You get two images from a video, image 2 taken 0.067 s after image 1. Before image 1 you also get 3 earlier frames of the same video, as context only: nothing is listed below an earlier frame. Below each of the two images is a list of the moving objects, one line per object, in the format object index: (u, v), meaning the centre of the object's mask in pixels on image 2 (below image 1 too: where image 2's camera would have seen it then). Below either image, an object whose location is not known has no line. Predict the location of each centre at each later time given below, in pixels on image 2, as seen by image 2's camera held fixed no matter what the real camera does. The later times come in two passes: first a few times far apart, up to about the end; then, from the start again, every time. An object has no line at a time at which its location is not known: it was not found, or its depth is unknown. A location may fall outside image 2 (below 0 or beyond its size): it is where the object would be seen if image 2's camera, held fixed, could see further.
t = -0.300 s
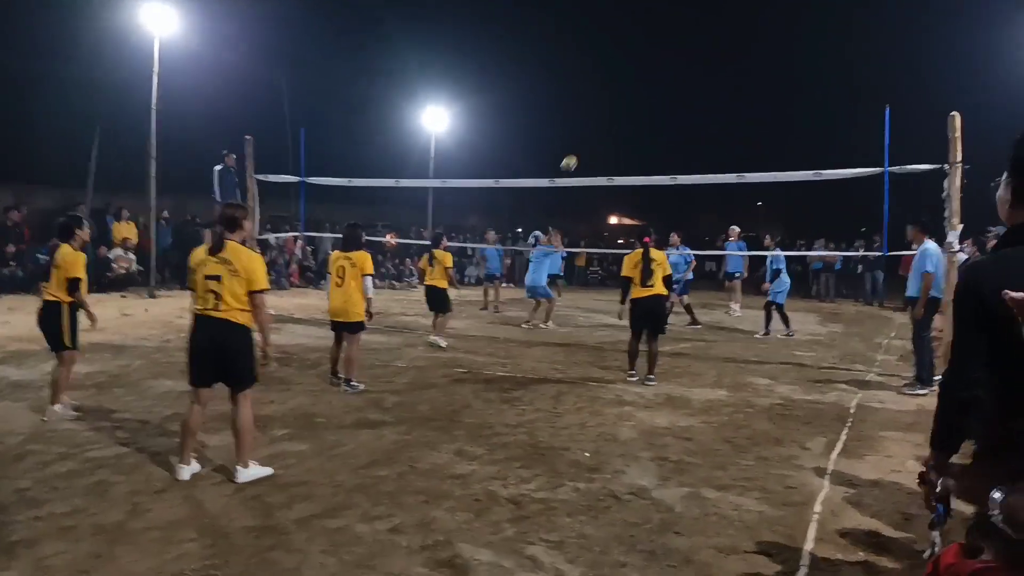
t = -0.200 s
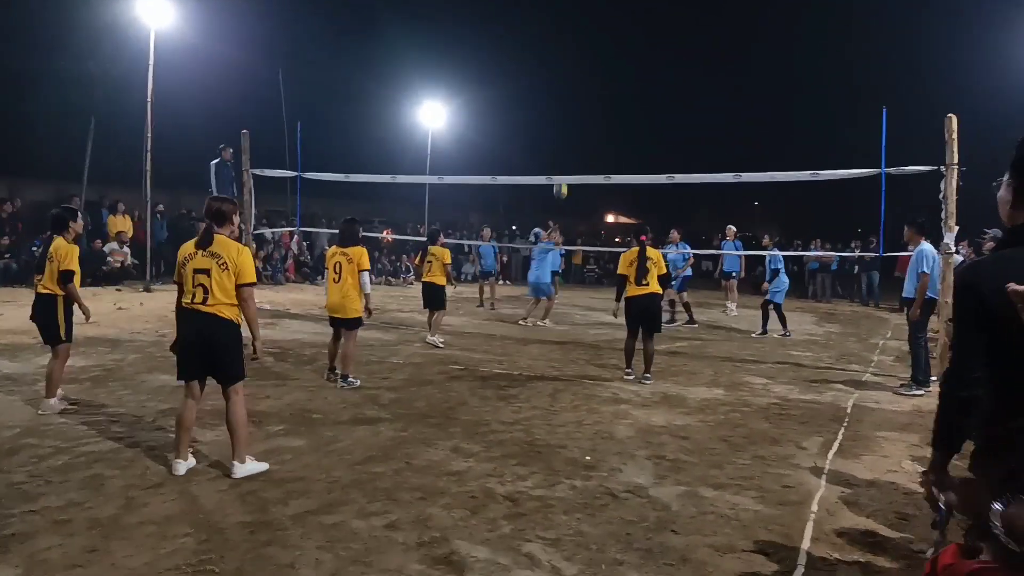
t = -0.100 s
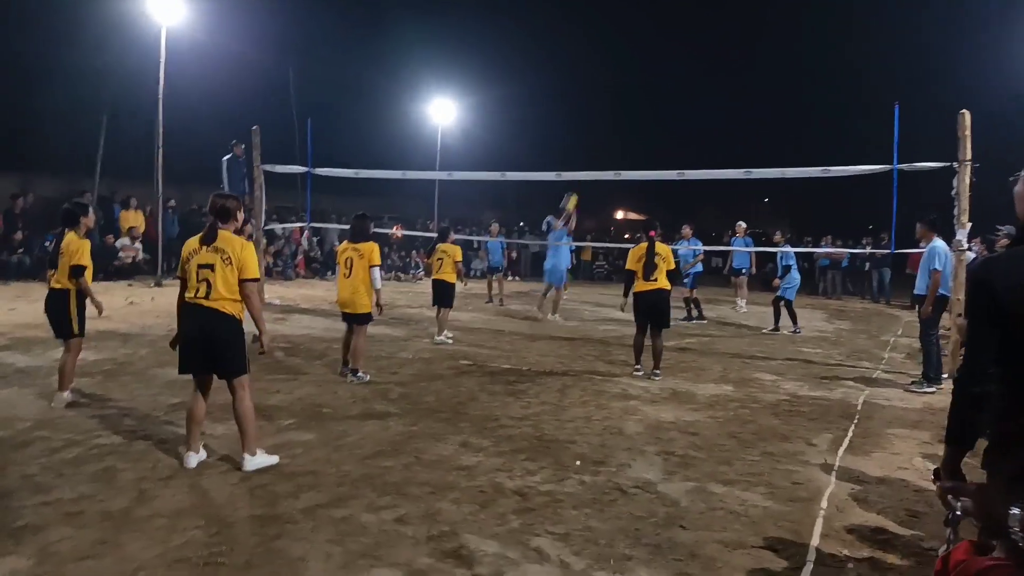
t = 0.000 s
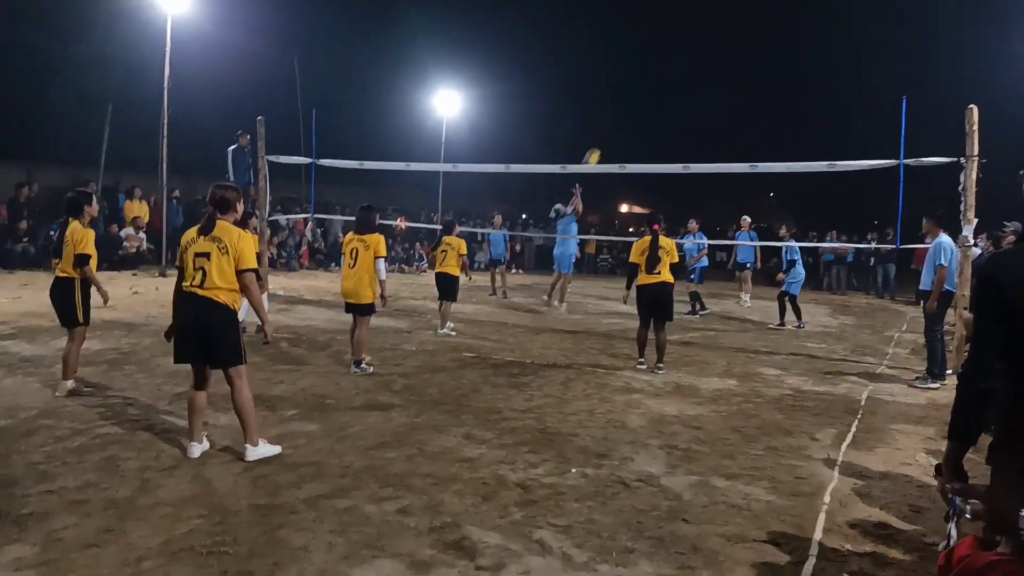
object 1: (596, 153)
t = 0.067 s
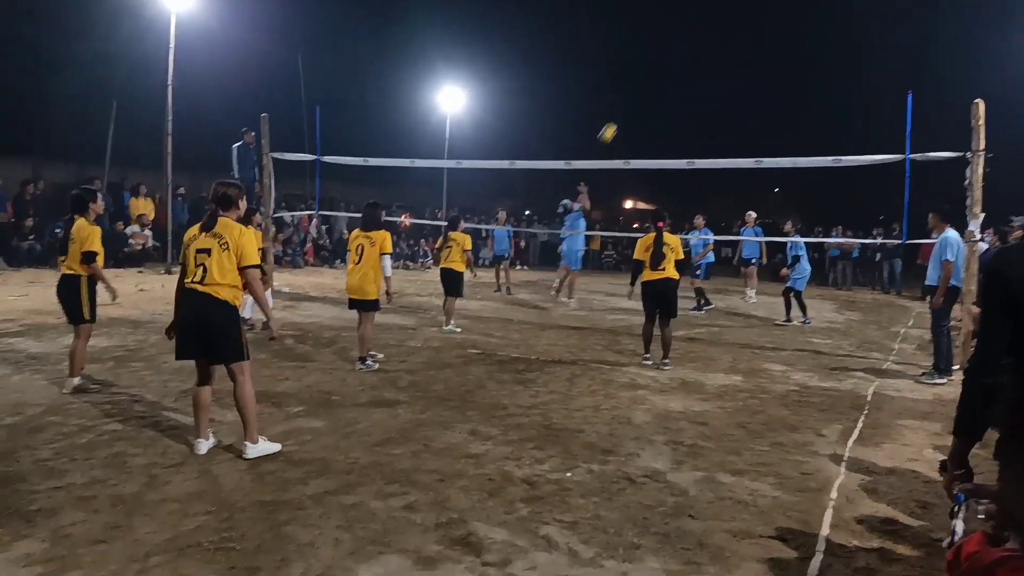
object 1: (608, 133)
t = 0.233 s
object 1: (641, 88)
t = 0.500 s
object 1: (692, 54)
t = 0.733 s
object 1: (736, 65)
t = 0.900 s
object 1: (767, 98)
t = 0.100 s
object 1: (614, 122)
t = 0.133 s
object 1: (620, 112)
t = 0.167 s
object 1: (627, 103)
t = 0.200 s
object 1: (634, 95)
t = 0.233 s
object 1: (641, 88)
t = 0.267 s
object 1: (647, 81)
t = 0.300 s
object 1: (653, 75)
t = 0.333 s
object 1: (660, 69)
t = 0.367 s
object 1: (666, 65)
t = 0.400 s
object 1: (672, 61)
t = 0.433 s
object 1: (679, 58)
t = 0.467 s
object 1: (686, 55)
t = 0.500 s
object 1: (692, 54)
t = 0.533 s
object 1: (698, 53)
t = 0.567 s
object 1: (704, 52)
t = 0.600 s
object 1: (711, 53)
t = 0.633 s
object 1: (717, 55)
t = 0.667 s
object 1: (723, 58)
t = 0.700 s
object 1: (730, 61)
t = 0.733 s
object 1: (736, 65)
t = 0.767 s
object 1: (742, 70)
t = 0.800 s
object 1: (748, 76)
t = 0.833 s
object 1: (754, 82)
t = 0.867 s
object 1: (761, 90)
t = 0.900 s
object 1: (767, 98)
